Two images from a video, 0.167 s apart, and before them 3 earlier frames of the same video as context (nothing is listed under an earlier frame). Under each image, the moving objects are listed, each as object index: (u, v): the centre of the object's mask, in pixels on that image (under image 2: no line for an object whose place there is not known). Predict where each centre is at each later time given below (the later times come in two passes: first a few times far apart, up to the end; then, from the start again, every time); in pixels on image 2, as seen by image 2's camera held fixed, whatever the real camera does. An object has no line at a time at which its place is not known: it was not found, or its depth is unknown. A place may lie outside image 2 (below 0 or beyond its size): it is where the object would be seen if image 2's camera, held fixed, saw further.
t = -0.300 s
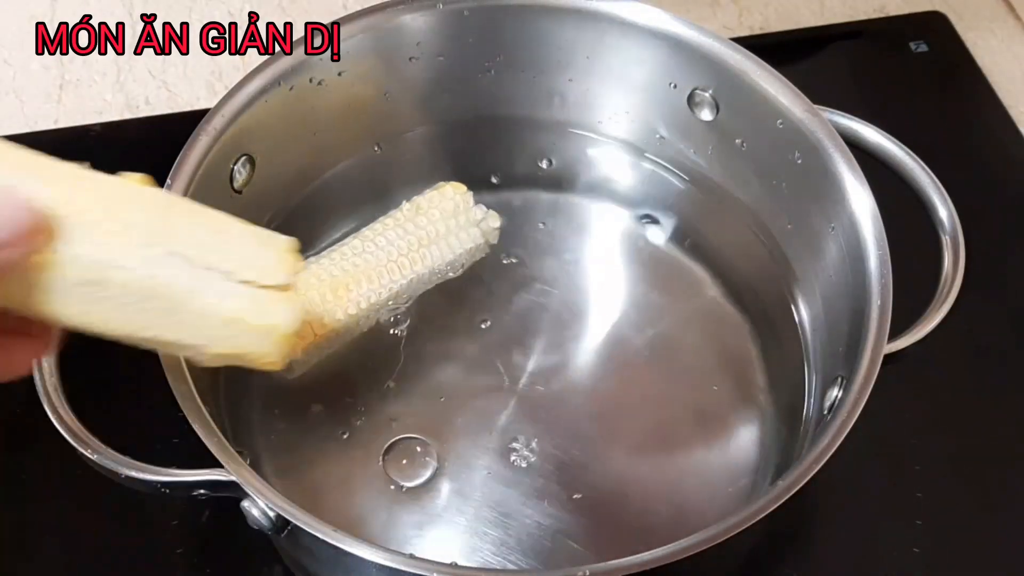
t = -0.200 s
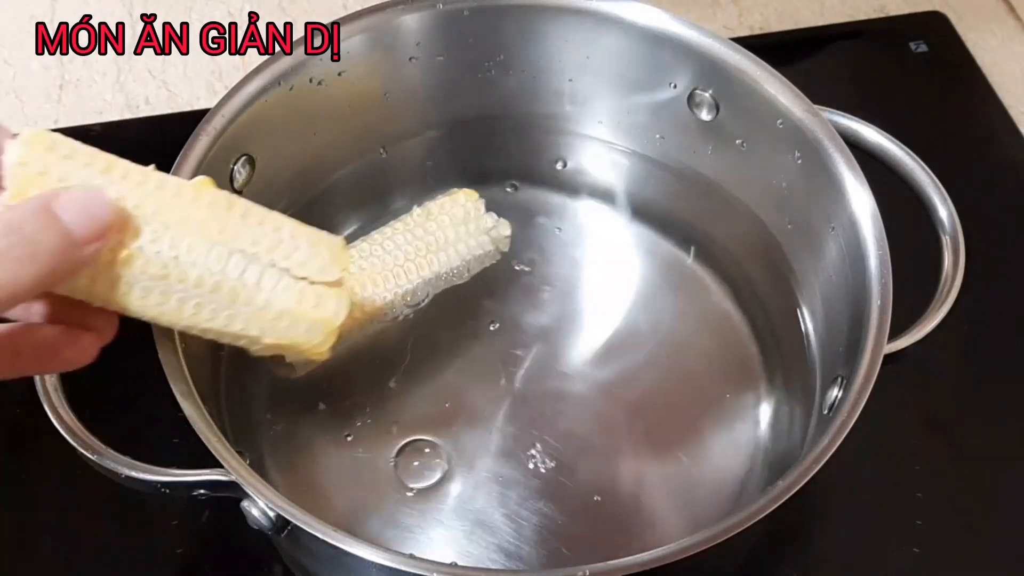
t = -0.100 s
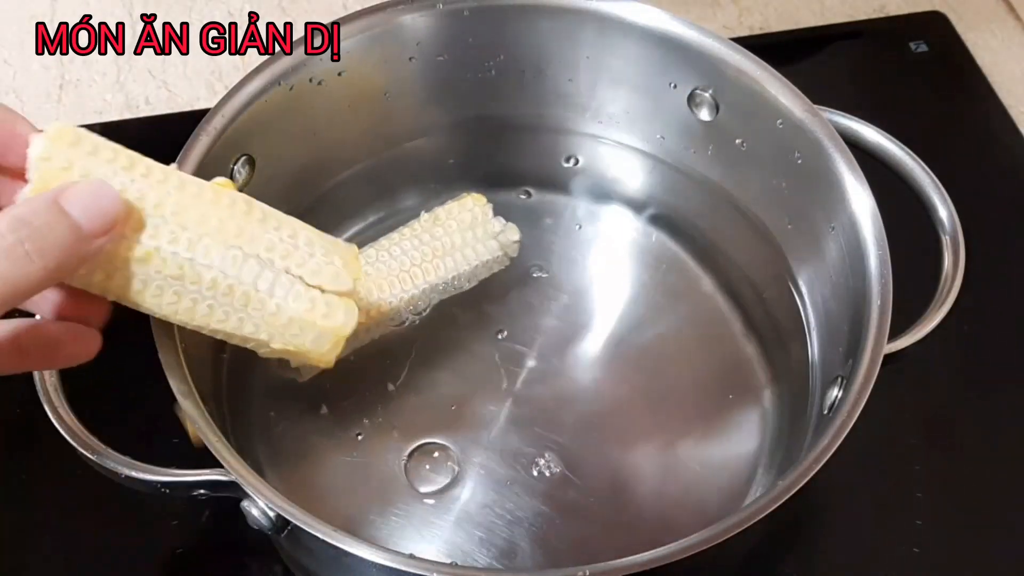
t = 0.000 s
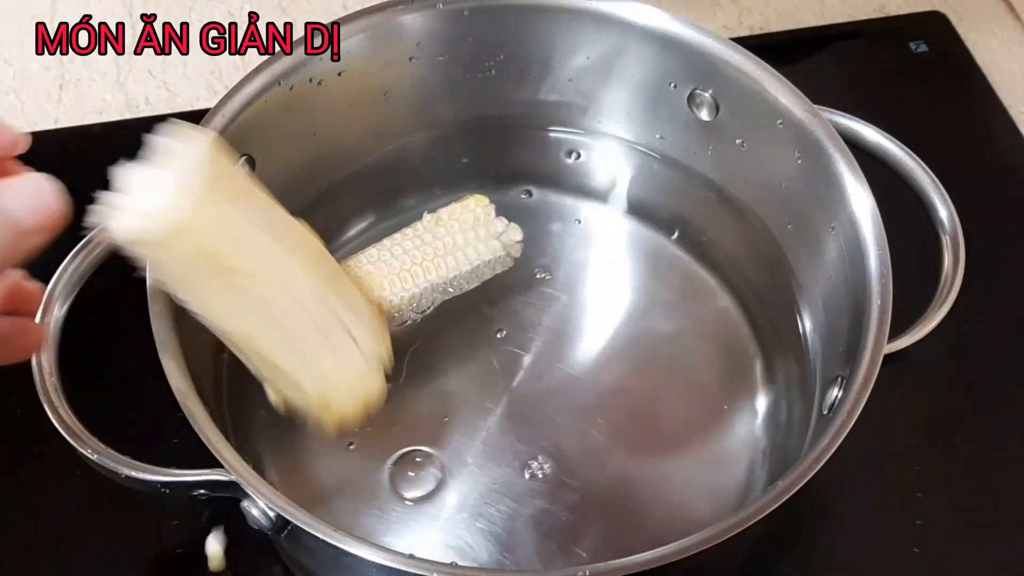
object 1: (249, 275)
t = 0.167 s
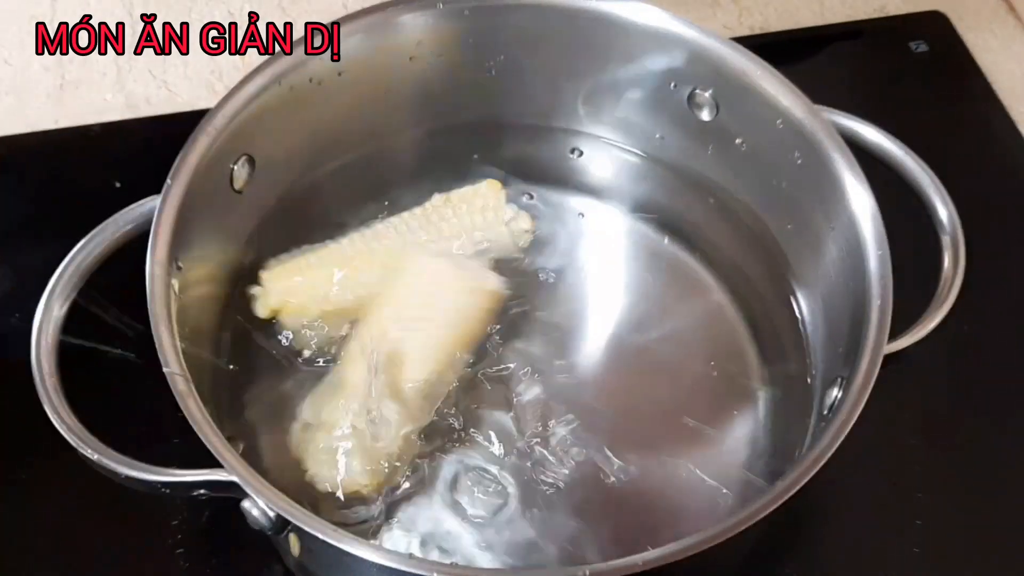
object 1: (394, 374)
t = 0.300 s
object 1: (453, 366)
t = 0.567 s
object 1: (513, 340)
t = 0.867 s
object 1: (580, 330)
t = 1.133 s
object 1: (602, 337)
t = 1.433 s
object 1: (641, 329)
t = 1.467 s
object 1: (644, 329)
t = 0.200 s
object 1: (410, 374)
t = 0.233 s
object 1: (427, 369)
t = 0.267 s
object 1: (438, 368)
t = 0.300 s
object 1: (453, 366)
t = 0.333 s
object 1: (469, 363)
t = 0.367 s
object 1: (479, 363)
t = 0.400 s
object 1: (486, 360)
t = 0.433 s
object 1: (489, 356)
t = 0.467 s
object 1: (494, 350)
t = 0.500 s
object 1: (499, 344)
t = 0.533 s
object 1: (506, 342)
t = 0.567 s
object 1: (513, 340)
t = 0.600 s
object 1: (520, 340)
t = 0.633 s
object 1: (527, 340)
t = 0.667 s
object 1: (535, 340)
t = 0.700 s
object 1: (542, 341)
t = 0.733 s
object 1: (550, 340)
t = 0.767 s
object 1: (558, 339)
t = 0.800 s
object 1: (566, 338)
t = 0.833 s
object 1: (574, 334)
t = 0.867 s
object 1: (580, 330)
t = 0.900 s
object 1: (583, 330)
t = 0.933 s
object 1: (586, 332)
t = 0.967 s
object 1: (590, 334)
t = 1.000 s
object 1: (593, 336)
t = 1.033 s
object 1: (595, 341)
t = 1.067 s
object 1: (597, 342)
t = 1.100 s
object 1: (600, 341)
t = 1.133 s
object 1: (602, 337)
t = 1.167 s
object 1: (604, 334)
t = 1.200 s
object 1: (608, 331)
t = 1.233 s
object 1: (612, 327)
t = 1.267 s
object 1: (617, 325)
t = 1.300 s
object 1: (622, 323)
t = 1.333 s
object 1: (628, 323)
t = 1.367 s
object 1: (633, 326)
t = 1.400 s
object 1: (638, 328)
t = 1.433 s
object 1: (641, 329)
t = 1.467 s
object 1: (644, 329)
